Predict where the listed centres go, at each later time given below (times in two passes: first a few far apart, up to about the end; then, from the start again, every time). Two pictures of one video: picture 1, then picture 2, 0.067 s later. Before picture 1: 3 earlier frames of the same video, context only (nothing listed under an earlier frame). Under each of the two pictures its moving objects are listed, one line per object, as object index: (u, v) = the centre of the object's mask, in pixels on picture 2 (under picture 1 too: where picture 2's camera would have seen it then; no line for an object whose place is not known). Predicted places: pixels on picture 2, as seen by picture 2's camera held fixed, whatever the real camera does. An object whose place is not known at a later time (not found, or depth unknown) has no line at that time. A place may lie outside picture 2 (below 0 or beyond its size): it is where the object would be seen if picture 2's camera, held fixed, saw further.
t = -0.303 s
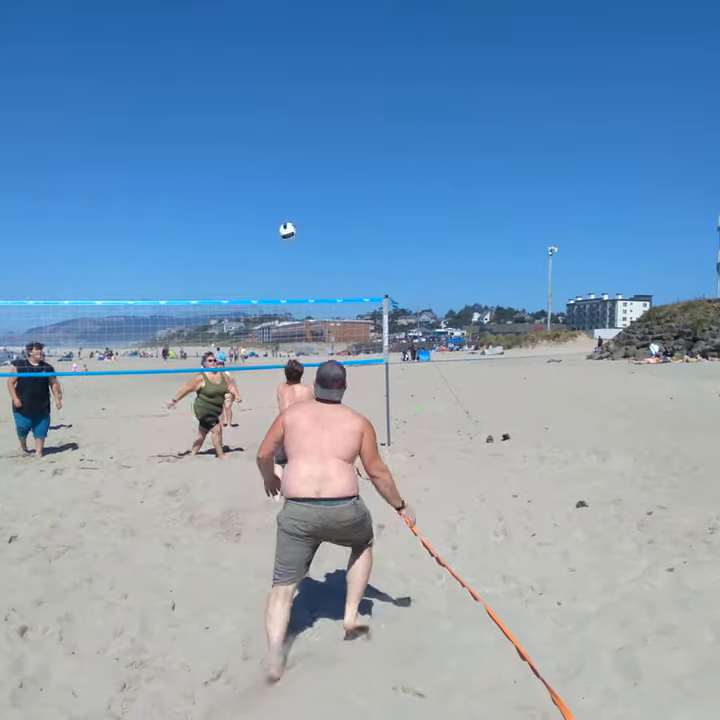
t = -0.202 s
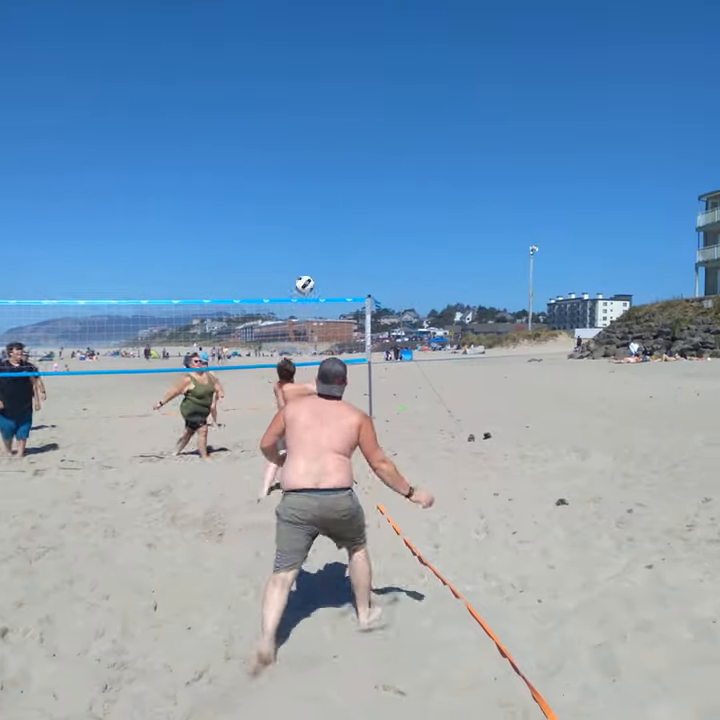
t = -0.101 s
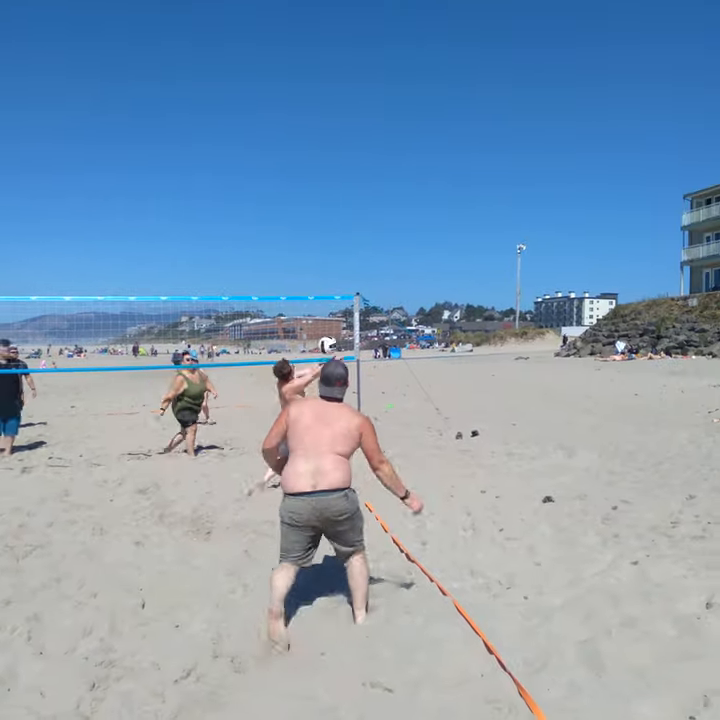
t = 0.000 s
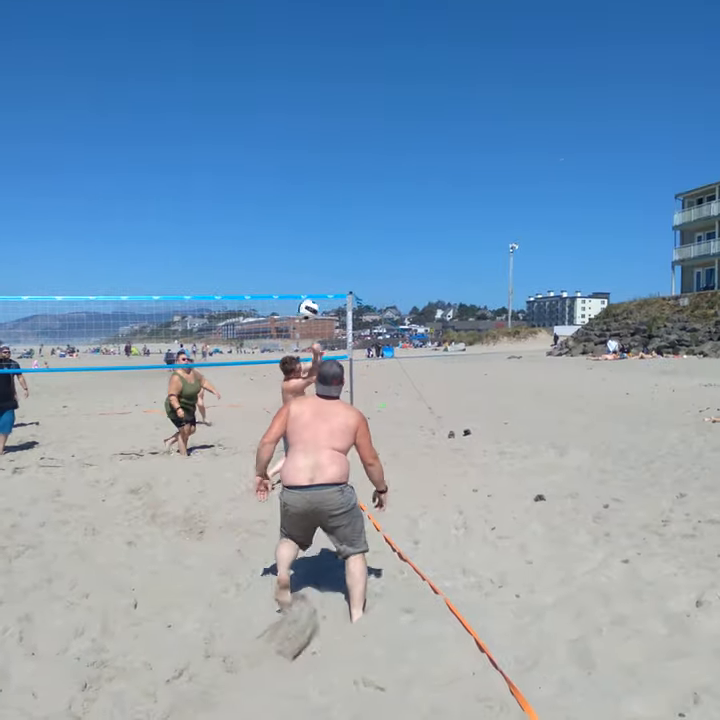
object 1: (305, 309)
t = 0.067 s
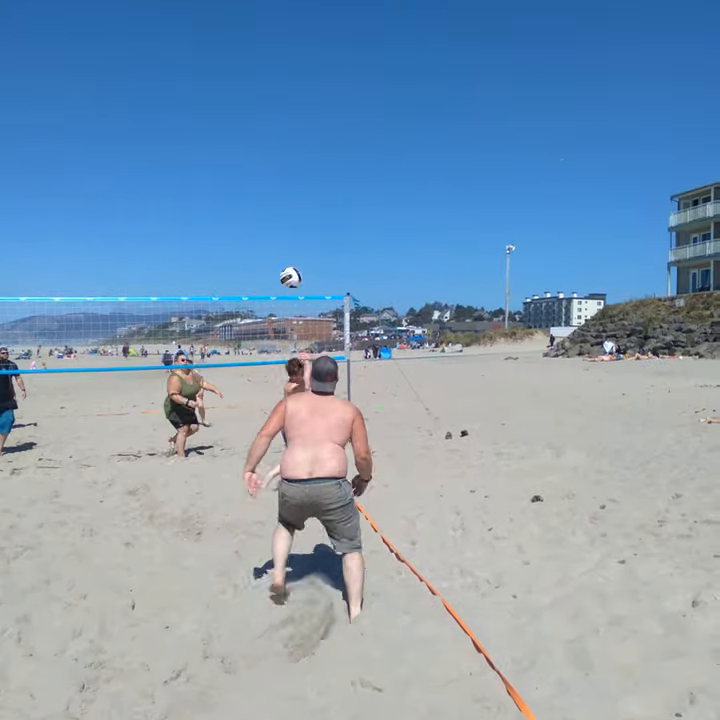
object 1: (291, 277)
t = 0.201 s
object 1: (255, 214)
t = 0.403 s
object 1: (188, 126)
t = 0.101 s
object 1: (283, 261)
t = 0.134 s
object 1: (274, 245)
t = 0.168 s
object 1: (265, 230)
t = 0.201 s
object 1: (255, 214)
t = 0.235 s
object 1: (246, 198)
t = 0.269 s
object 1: (236, 183)
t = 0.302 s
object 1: (225, 168)
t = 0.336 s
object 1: (214, 154)
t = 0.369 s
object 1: (201, 139)
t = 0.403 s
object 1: (188, 126)
